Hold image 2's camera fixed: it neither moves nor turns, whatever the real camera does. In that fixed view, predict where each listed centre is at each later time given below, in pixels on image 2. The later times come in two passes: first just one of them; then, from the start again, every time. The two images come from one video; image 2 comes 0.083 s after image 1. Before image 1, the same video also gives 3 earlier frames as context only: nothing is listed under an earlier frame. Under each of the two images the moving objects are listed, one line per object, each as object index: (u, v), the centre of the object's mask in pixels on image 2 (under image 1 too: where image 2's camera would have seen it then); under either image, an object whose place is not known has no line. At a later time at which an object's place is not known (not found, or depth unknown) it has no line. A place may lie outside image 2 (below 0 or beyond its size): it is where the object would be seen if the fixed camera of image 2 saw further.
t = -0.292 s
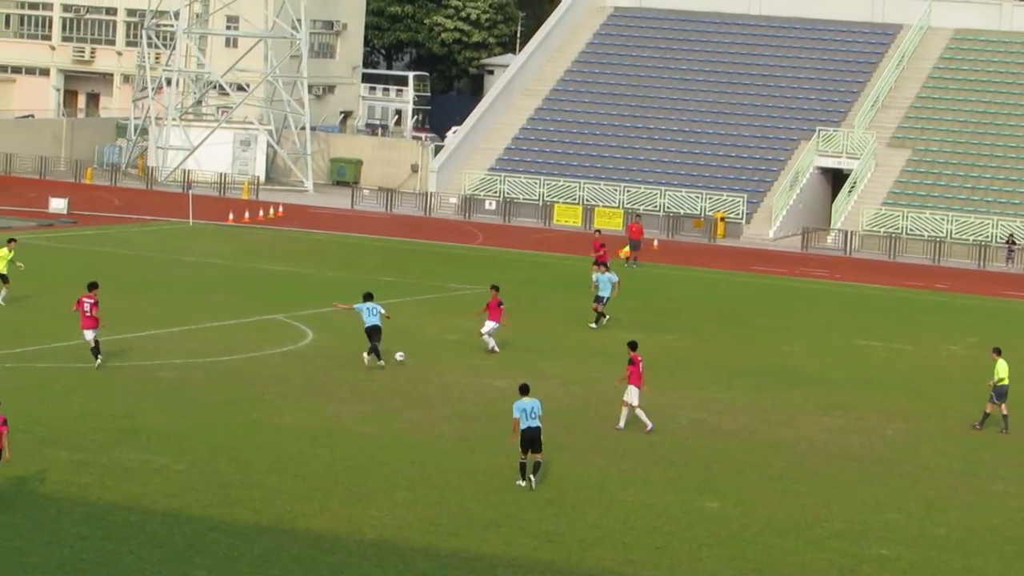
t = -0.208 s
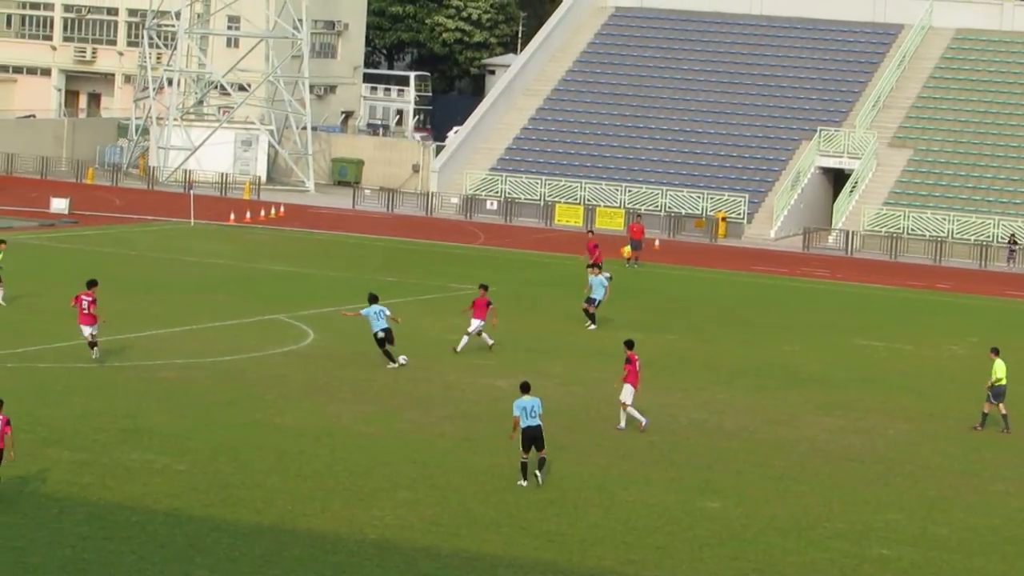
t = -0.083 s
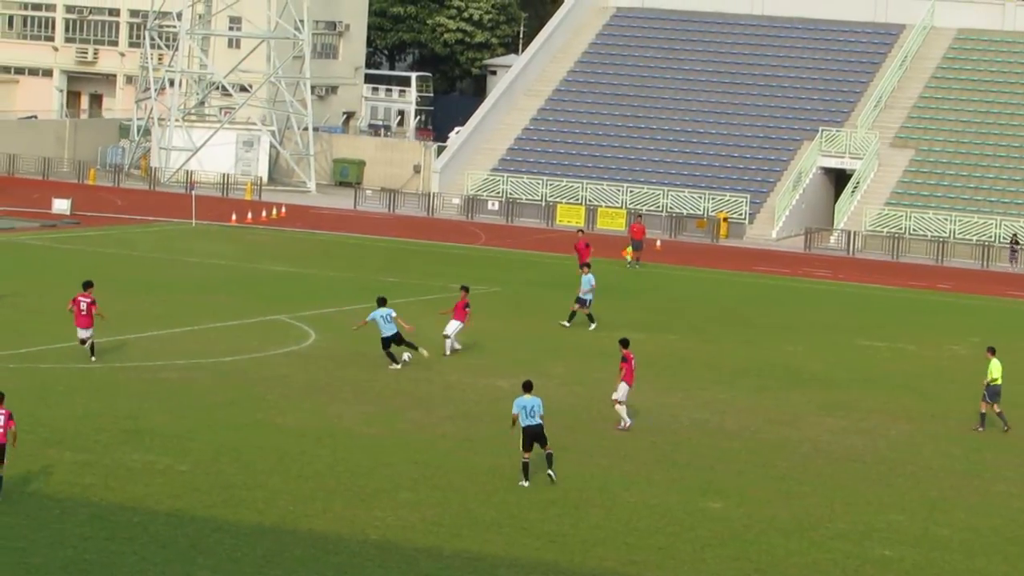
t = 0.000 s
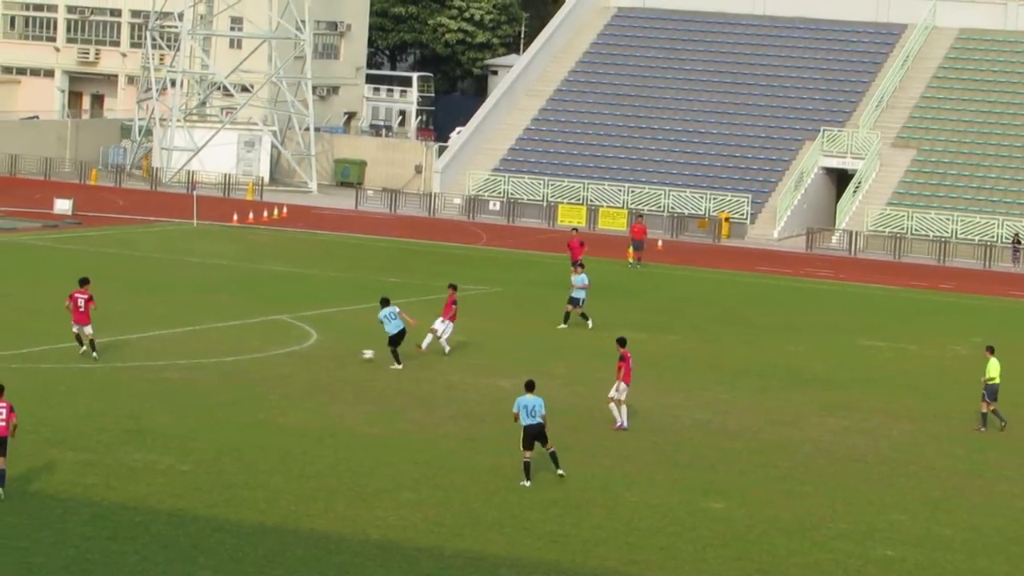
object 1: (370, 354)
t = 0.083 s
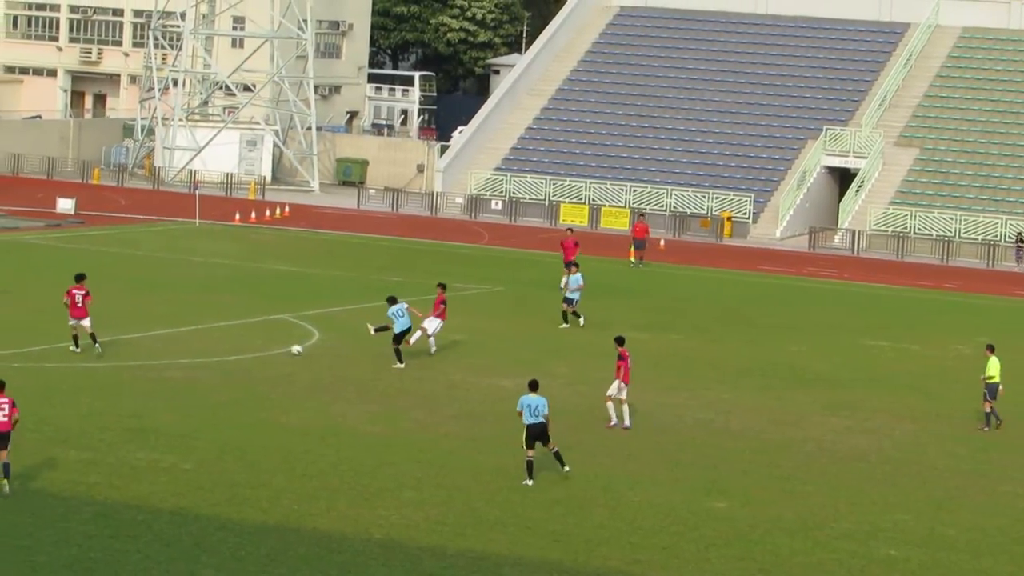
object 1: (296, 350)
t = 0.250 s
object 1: (170, 336)
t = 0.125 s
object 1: (265, 345)
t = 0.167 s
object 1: (233, 340)
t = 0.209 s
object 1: (202, 337)
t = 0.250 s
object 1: (170, 336)
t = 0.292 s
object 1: (139, 336)
